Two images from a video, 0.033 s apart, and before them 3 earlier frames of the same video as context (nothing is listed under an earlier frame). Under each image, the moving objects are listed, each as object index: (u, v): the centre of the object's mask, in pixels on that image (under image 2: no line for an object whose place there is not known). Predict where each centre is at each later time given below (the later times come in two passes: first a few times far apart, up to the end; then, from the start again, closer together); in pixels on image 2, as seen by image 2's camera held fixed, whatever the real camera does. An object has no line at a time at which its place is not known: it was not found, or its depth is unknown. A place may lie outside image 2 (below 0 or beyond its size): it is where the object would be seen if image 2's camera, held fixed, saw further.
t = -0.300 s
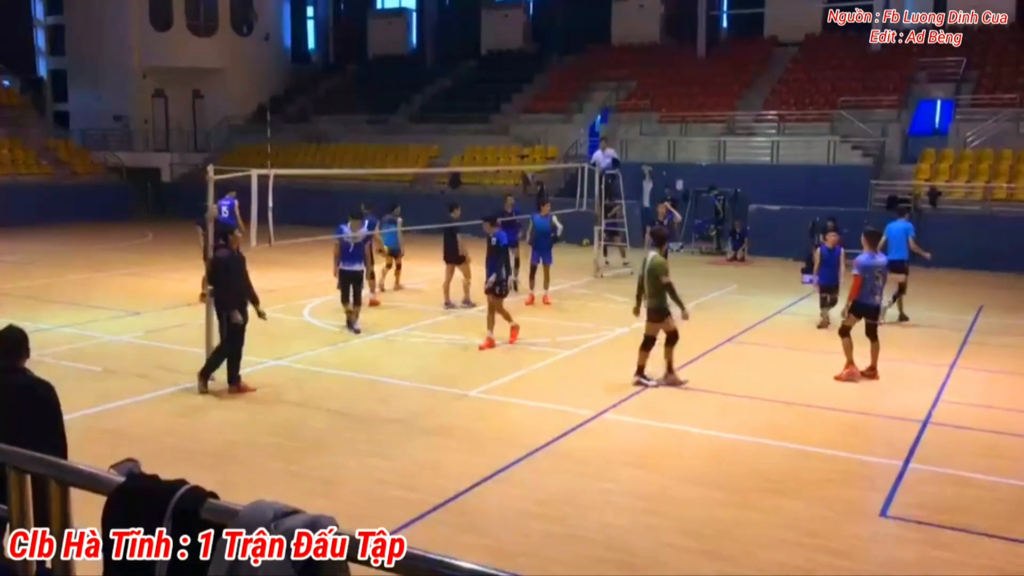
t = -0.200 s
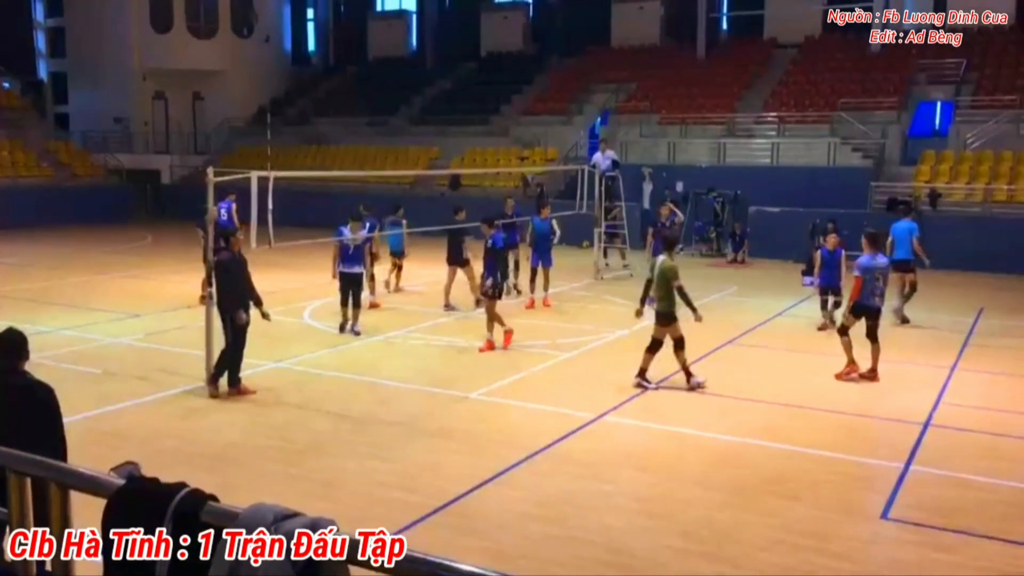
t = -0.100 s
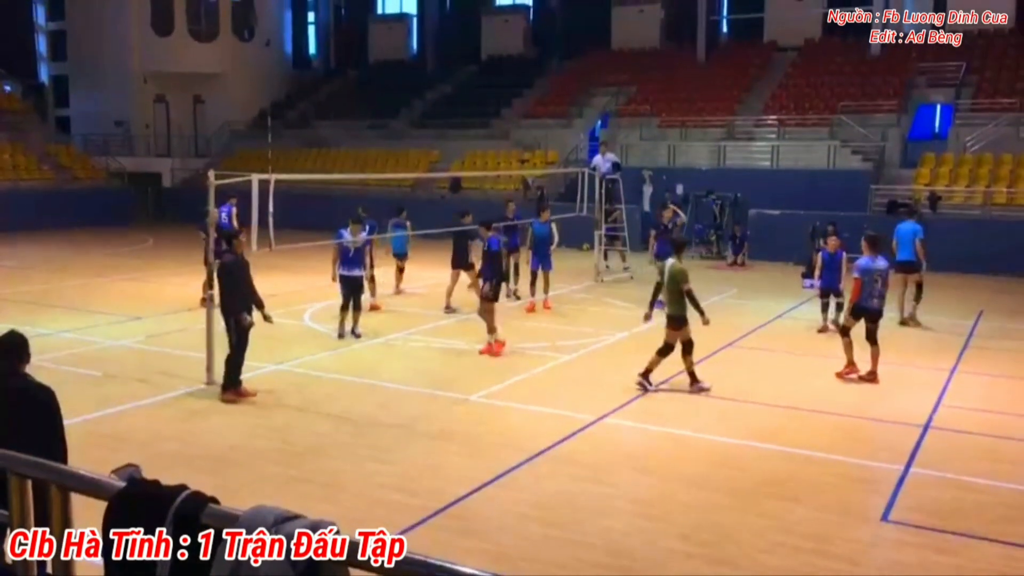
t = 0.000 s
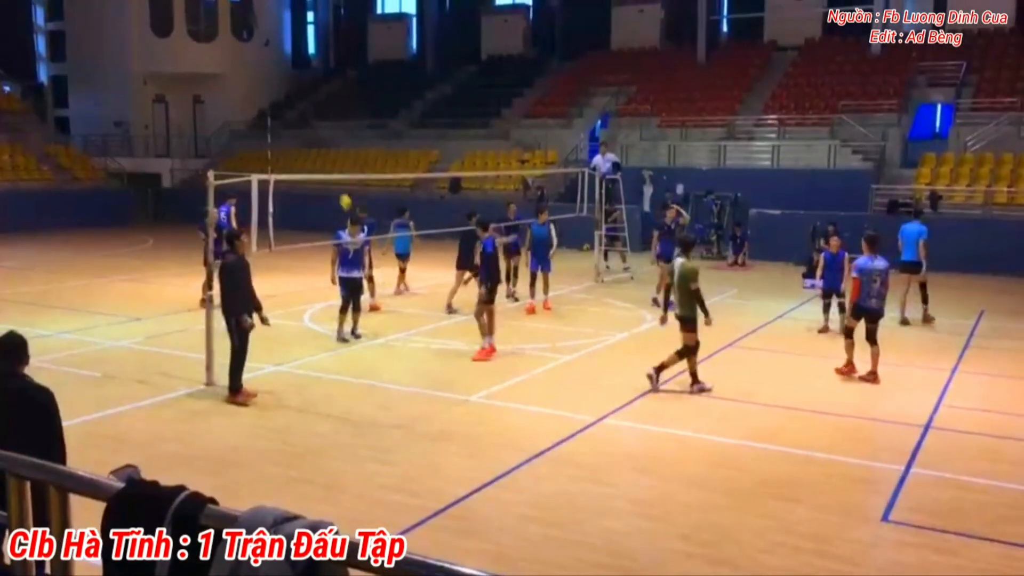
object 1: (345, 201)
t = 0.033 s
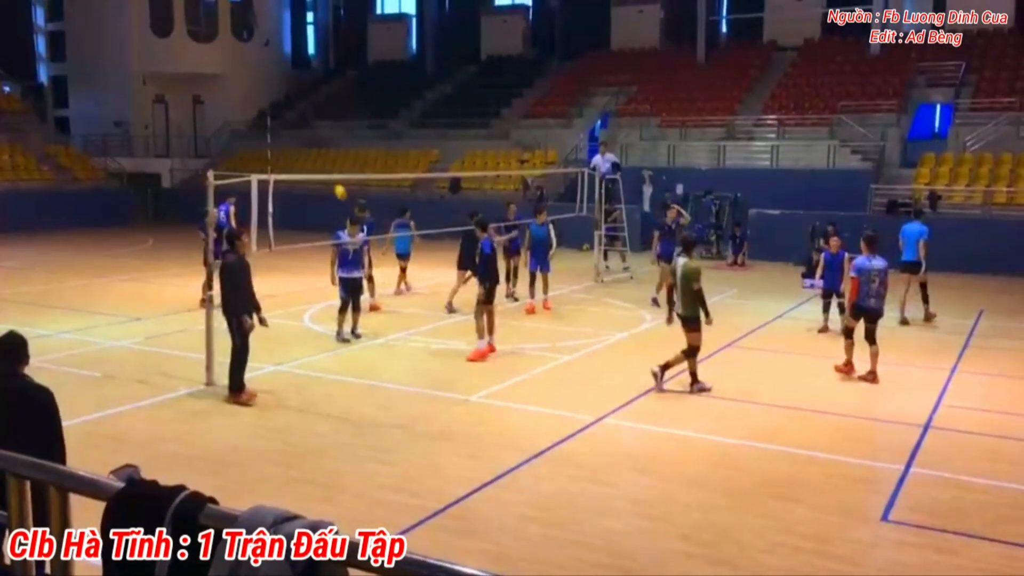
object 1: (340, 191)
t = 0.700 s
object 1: (261, 133)
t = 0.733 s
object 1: (258, 136)
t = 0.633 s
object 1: (267, 129)
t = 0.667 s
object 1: (264, 131)
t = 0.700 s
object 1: (261, 133)
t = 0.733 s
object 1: (258, 136)
